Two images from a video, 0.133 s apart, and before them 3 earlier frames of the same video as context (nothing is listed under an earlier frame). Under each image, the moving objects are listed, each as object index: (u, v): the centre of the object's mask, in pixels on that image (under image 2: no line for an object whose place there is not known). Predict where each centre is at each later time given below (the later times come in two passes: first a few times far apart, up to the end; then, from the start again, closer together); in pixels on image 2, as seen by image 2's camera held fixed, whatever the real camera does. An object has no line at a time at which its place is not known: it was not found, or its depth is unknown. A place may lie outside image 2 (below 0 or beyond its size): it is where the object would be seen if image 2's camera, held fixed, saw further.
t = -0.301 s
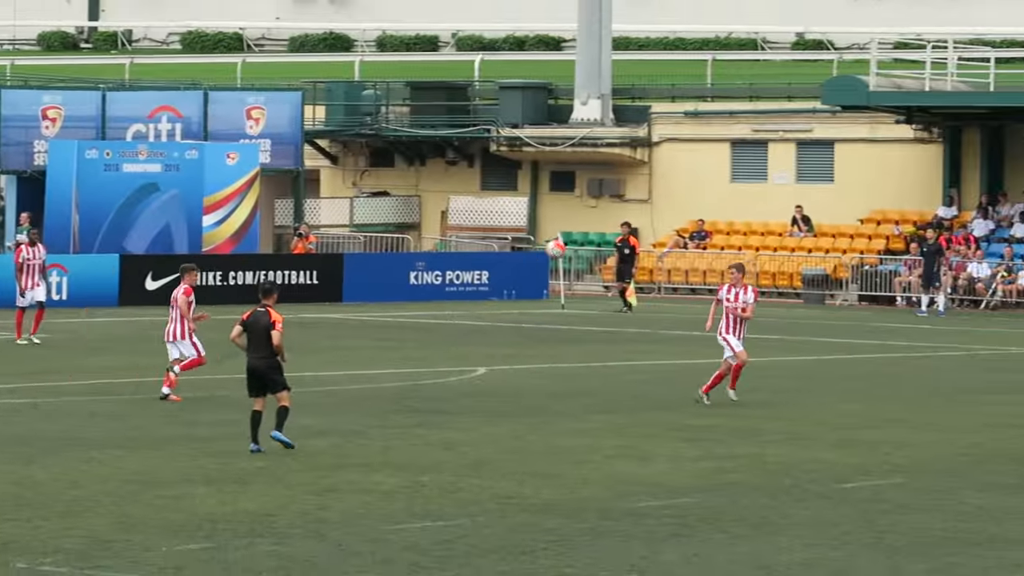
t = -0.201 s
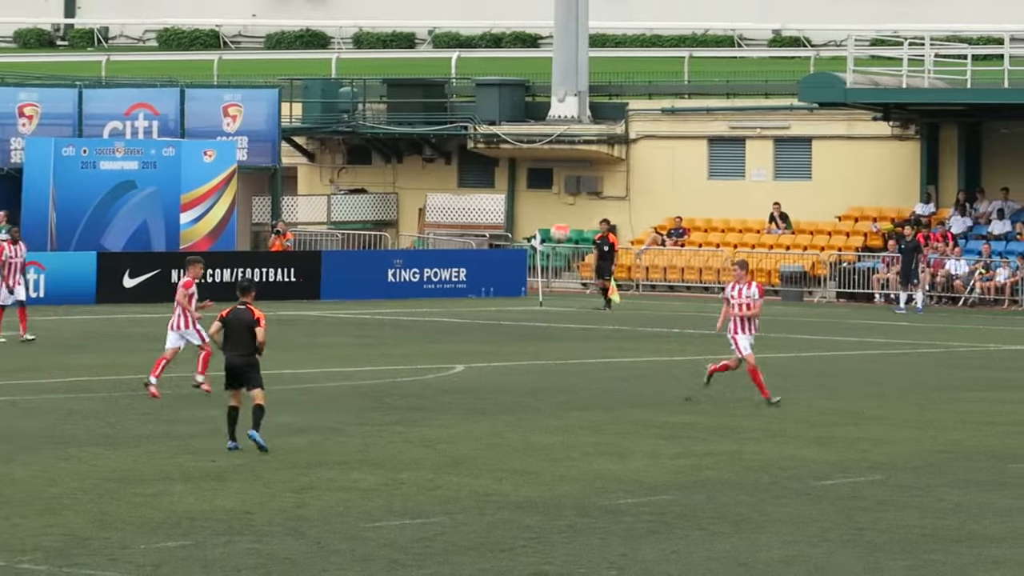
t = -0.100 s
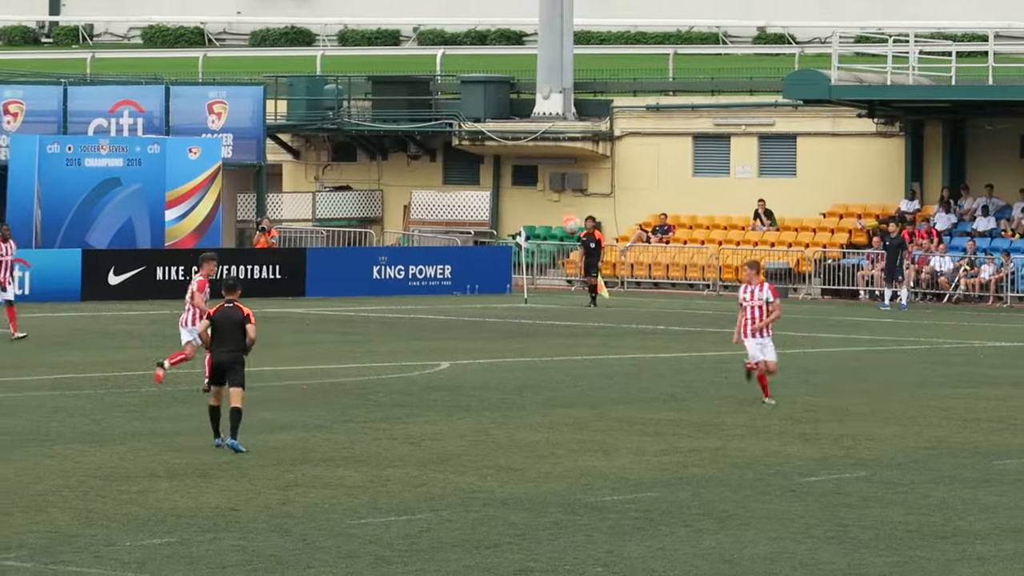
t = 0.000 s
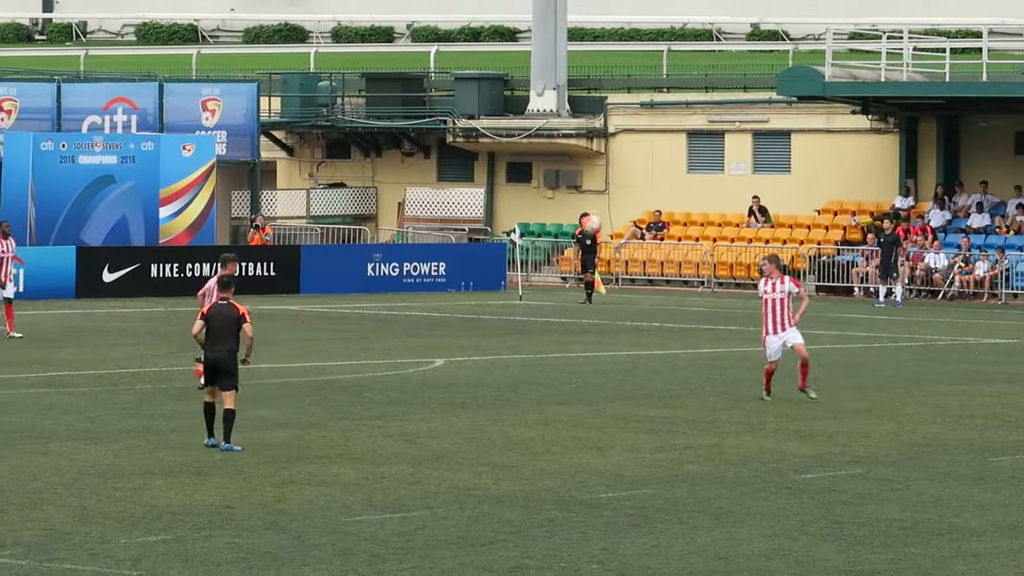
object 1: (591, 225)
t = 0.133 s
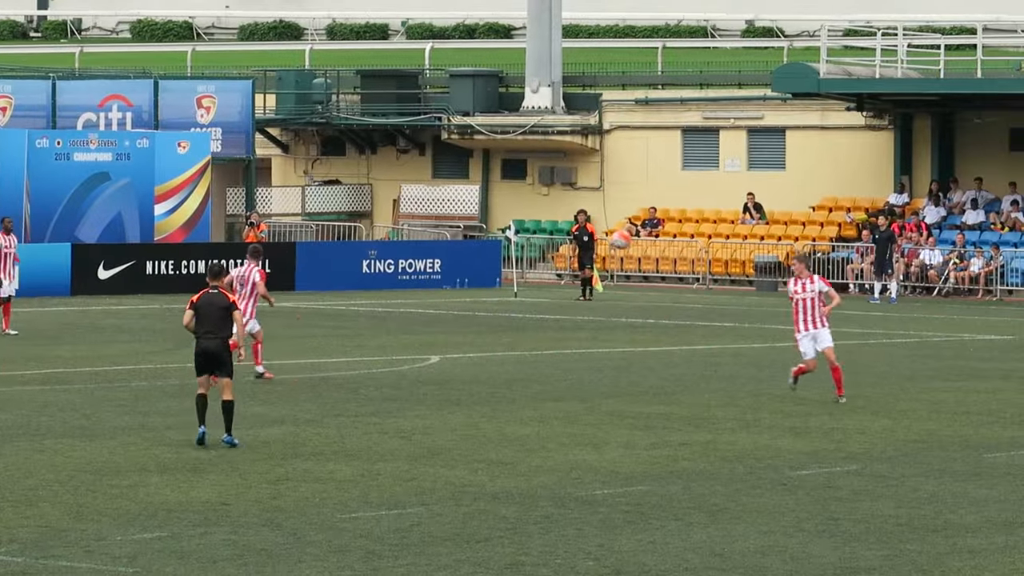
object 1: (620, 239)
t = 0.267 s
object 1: (655, 272)
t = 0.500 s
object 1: (714, 365)
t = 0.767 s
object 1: (800, 345)
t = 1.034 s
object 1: (894, 324)
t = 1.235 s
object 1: (966, 350)
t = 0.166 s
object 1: (630, 246)
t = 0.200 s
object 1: (638, 254)
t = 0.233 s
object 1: (647, 263)
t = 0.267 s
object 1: (655, 272)
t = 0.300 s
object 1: (663, 282)
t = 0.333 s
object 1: (673, 294)
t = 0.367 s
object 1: (681, 306)
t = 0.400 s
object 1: (689, 319)
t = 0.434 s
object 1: (698, 333)
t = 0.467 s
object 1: (705, 349)
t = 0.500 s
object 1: (714, 365)
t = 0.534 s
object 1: (722, 381)
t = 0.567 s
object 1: (730, 399)
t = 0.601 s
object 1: (742, 389)
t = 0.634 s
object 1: (753, 379)
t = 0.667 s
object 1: (765, 369)
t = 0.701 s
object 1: (777, 360)
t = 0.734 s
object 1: (789, 353)
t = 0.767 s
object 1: (800, 345)
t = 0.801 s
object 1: (812, 339)
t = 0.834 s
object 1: (824, 335)
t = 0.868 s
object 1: (835, 330)
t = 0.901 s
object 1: (847, 327)
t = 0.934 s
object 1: (859, 325)
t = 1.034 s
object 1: (894, 324)
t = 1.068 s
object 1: (906, 326)
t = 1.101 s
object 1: (919, 329)
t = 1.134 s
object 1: (930, 333)
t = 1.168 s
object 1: (942, 338)
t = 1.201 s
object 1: (954, 343)
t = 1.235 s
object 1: (966, 350)
